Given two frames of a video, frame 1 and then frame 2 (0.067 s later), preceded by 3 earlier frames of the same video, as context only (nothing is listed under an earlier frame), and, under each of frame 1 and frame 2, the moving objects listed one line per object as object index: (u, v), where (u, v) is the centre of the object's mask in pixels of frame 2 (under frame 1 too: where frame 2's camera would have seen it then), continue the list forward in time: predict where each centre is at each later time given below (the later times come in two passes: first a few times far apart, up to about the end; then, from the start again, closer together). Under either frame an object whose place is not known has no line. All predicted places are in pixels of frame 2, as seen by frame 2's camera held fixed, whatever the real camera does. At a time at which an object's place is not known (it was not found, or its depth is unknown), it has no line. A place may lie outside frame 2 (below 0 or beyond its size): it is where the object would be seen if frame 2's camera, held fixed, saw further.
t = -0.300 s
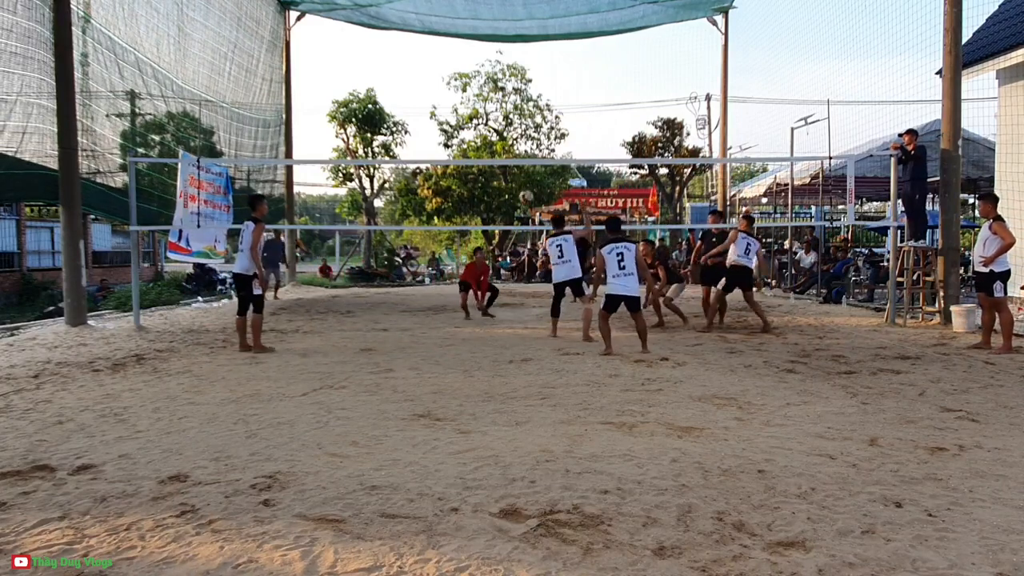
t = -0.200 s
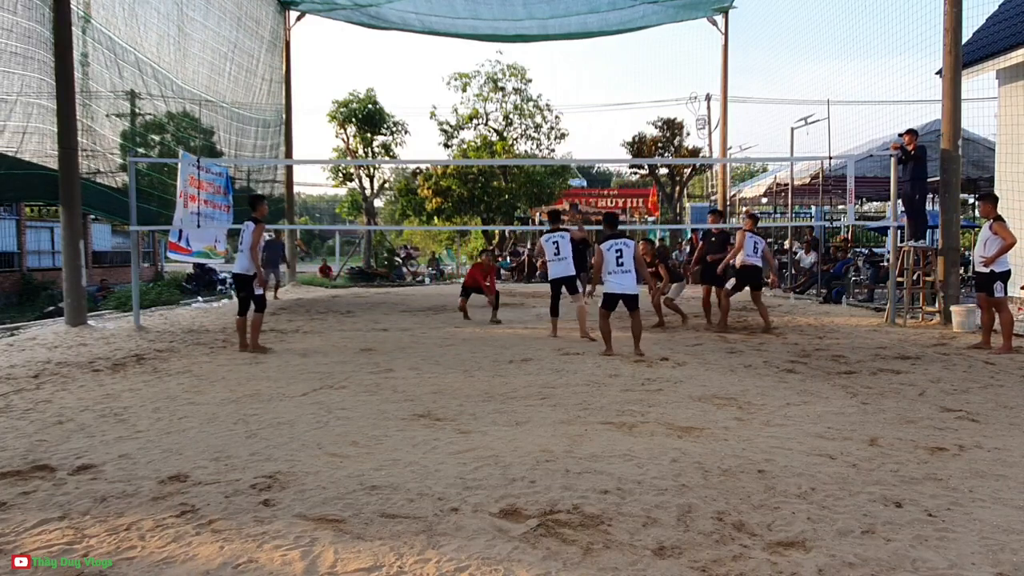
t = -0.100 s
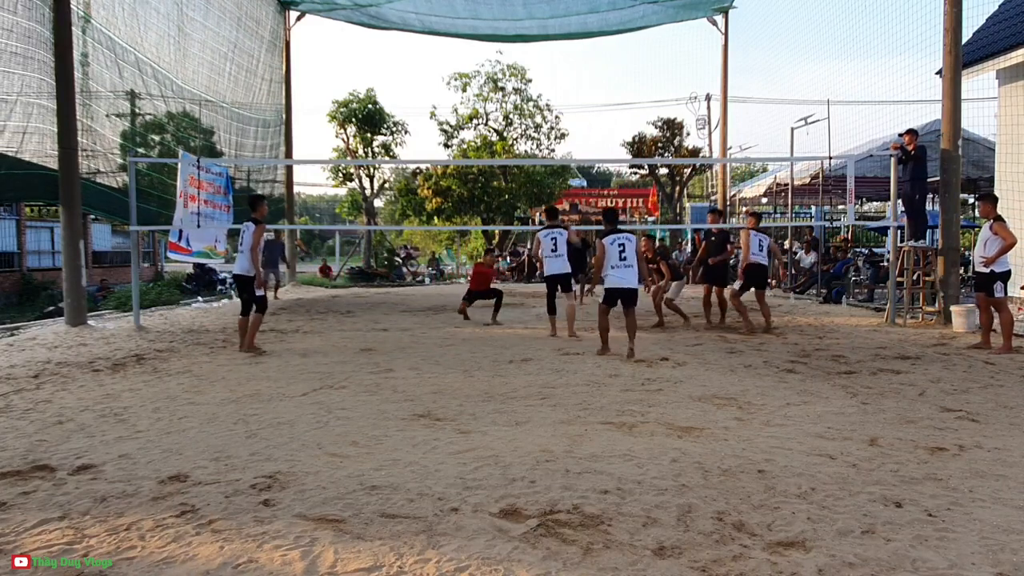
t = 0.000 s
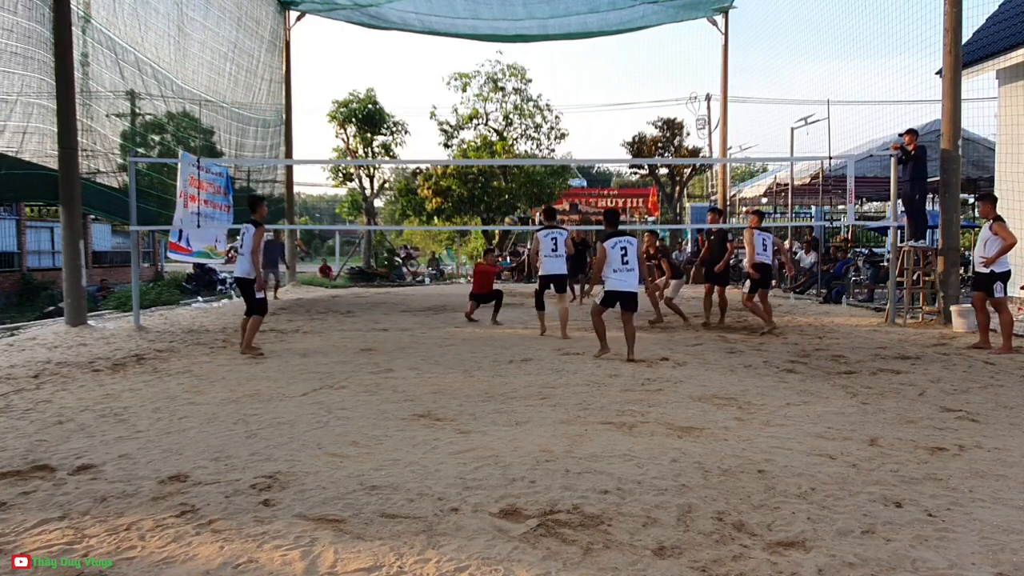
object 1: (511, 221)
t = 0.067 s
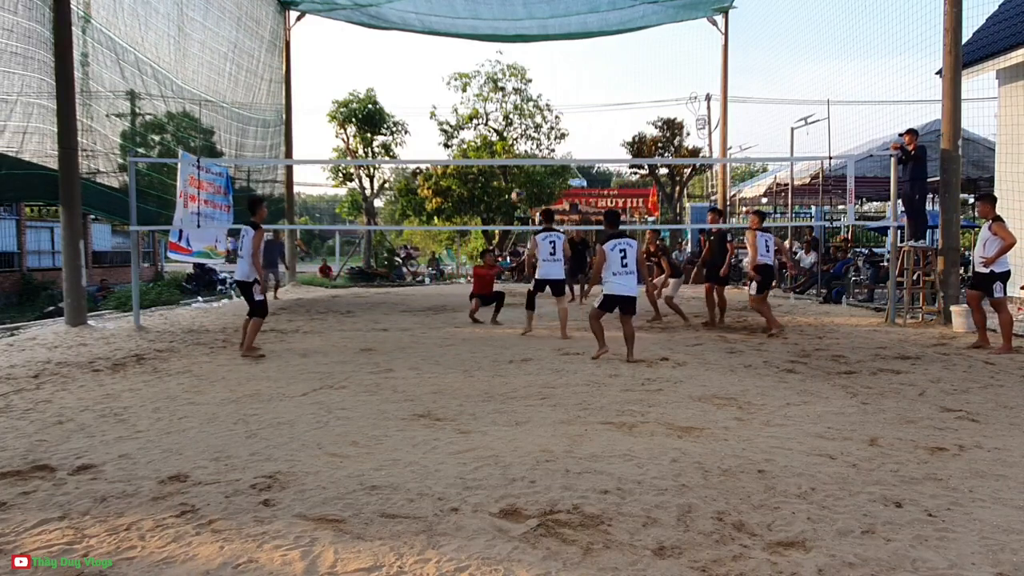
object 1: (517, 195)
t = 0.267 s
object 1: (542, 133)
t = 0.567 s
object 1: (573, 89)
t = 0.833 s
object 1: (602, 100)
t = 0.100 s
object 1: (522, 184)
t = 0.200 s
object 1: (533, 150)
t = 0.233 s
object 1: (537, 142)
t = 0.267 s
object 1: (542, 133)
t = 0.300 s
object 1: (544, 125)
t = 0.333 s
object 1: (547, 119)
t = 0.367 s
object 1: (553, 111)
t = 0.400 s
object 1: (555, 106)
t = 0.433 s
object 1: (559, 101)
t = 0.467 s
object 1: (563, 97)
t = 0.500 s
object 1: (566, 93)
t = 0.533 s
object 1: (570, 91)
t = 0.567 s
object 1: (573, 89)
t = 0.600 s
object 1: (577, 88)
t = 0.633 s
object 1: (581, 87)
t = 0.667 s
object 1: (584, 87)
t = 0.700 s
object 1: (587, 88)
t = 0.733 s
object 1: (591, 90)
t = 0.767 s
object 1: (595, 92)
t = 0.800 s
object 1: (598, 96)
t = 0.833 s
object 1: (602, 100)
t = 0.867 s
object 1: (605, 104)
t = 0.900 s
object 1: (609, 109)
